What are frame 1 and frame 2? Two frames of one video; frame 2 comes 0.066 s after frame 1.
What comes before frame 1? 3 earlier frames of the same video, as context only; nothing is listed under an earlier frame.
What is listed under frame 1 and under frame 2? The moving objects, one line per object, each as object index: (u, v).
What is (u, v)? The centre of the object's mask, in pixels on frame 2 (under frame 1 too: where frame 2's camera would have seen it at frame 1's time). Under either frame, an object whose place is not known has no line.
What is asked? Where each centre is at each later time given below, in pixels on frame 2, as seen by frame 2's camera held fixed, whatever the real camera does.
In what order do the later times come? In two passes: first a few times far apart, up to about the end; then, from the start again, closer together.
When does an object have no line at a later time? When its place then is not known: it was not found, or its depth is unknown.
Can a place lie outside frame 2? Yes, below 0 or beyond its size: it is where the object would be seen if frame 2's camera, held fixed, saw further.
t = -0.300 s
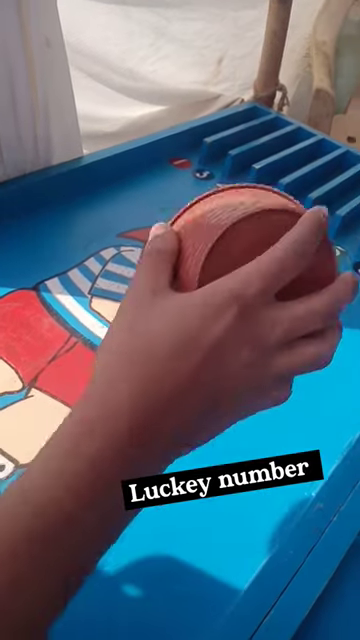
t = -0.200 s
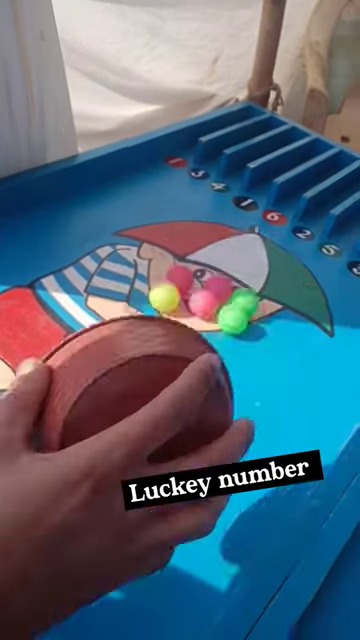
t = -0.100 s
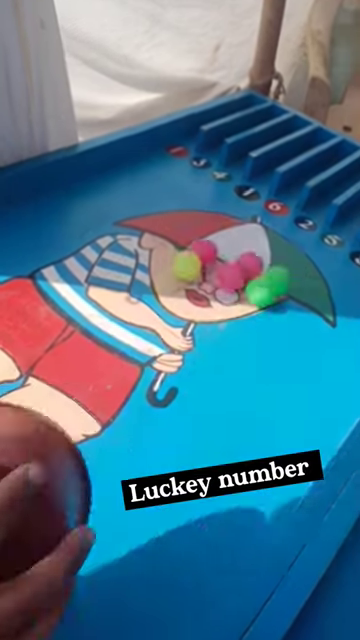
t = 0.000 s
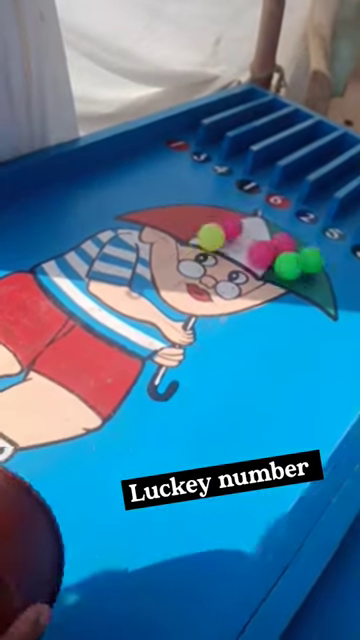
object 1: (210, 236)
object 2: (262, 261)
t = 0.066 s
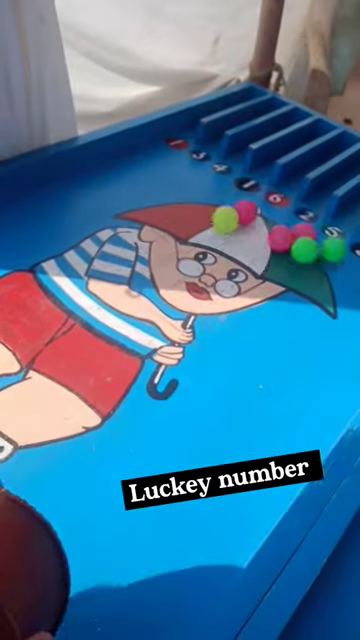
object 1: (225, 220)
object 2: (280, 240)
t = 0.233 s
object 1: (263, 179)
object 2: (318, 210)
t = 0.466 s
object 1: (204, 161)
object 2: (247, 206)
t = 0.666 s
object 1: (195, 140)
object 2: (241, 191)
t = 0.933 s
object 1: (179, 140)
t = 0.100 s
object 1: (233, 212)
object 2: (290, 233)
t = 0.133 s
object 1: (241, 203)
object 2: (301, 226)
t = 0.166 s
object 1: (249, 195)
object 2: (310, 219)
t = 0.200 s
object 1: (256, 186)
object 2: (320, 214)
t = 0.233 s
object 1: (263, 179)
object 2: (318, 210)
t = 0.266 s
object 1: (252, 173)
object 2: (301, 211)
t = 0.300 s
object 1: (239, 173)
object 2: (282, 216)
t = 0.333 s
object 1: (225, 176)
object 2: (271, 211)
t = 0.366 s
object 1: (219, 170)
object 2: (261, 210)
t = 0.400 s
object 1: (212, 170)
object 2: (250, 212)
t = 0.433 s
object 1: (206, 166)
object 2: (248, 206)
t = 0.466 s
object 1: (204, 161)
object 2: (247, 206)
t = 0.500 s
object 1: (201, 161)
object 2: (245, 206)
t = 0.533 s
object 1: (199, 155)
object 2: (245, 203)
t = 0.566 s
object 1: (197, 154)
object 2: (244, 202)
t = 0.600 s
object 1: (196, 148)
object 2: (242, 197)
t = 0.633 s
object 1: (195, 145)
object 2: (242, 196)
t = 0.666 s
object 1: (195, 140)
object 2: (241, 191)
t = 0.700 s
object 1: (189, 139)
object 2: (241, 188)
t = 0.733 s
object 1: (182, 137)
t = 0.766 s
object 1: (175, 135)
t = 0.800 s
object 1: (172, 134)
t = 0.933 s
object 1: (179, 140)
